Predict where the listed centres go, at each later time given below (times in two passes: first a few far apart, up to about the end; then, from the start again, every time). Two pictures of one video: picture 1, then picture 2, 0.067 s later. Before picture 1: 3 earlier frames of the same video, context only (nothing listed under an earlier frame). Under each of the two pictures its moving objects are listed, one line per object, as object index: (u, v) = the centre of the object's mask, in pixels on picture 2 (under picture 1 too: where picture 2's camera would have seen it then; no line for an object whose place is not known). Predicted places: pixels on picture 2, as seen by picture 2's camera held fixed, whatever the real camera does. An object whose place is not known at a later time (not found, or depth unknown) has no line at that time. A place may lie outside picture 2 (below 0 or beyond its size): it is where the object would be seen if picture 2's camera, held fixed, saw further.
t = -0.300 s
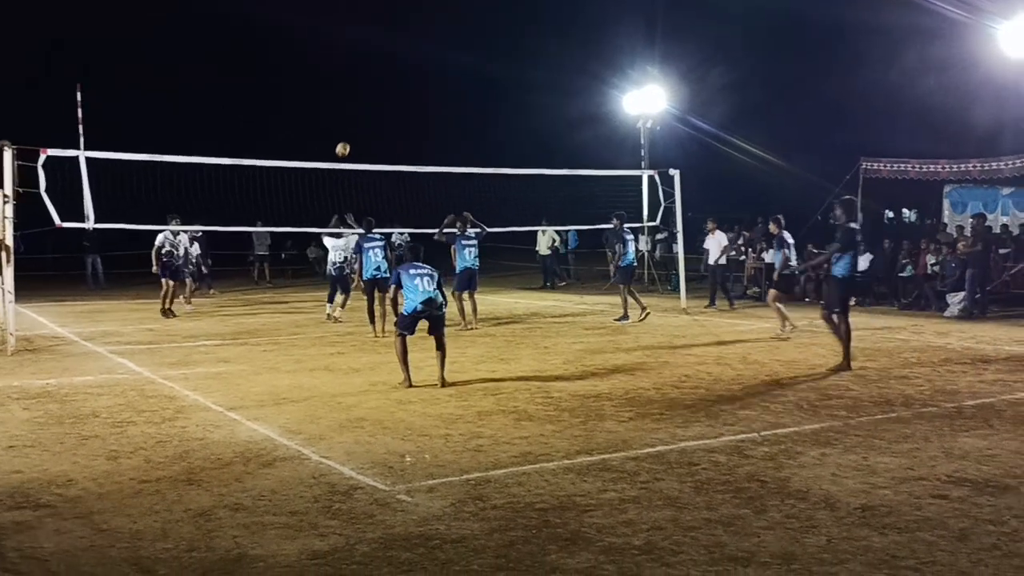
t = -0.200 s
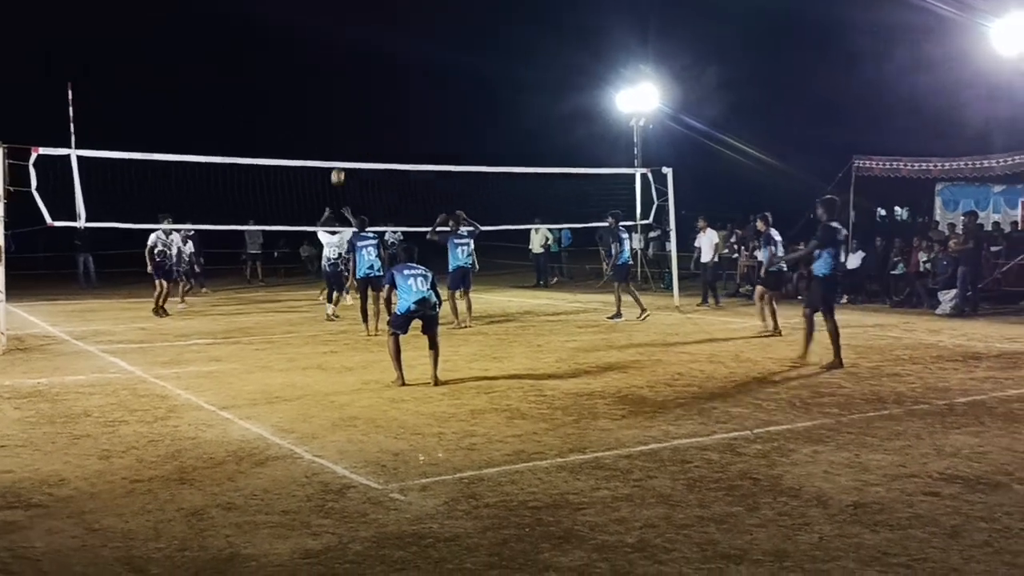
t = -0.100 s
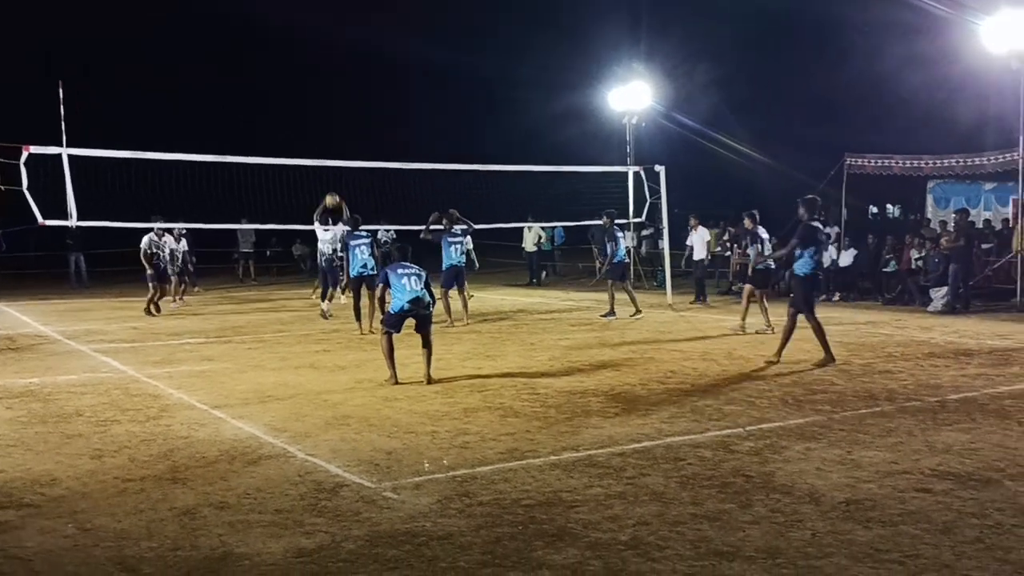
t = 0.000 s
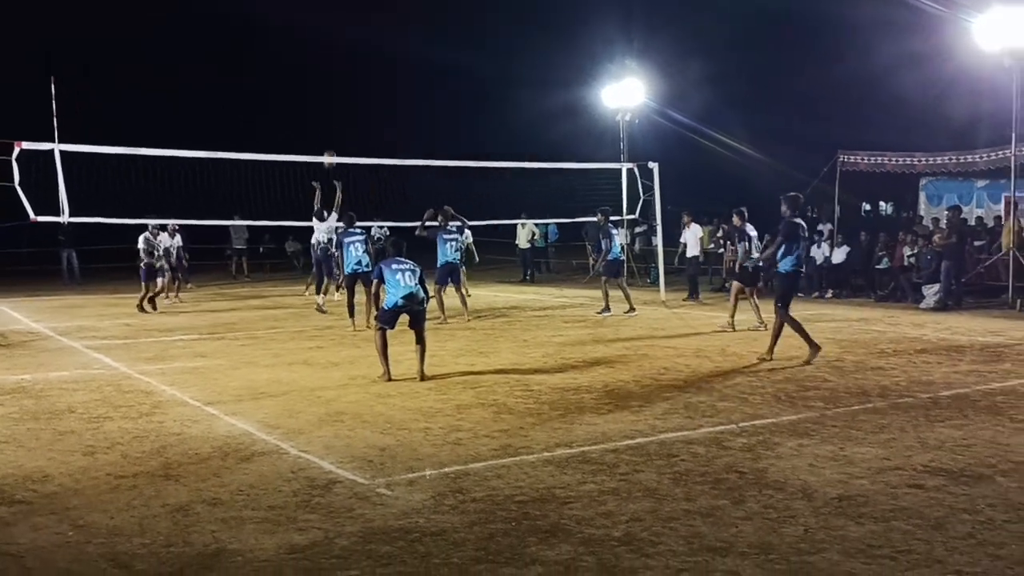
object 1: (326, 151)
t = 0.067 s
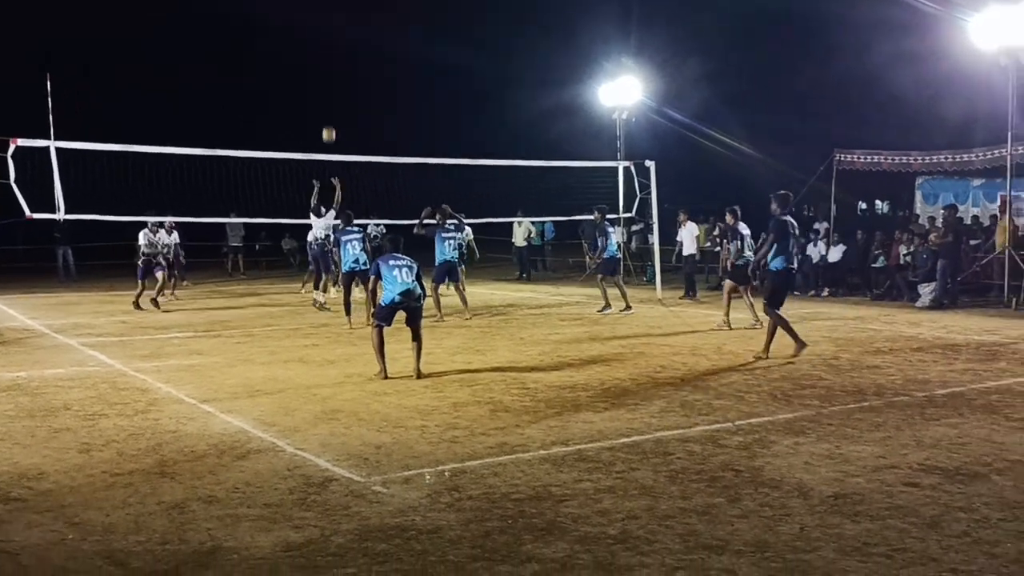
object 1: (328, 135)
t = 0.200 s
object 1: (334, 96)
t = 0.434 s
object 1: (346, 57)
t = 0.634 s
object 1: (358, 48)
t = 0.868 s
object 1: (372, 69)
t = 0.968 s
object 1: (379, 87)
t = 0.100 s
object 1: (330, 123)
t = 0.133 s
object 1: (331, 114)
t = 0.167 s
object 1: (333, 105)
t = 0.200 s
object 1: (334, 96)
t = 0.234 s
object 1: (336, 88)
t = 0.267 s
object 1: (337, 82)
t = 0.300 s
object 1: (339, 75)
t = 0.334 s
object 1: (341, 69)
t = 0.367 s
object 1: (343, 65)
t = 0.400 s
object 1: (344, 60)
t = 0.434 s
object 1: (346, 57)
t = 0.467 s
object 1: (348, 54)
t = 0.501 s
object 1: (350, 51)
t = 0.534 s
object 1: (352, 49)
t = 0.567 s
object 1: (354, 48)
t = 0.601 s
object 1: (356, 48)
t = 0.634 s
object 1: (358, 48)
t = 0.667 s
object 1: (360, 49)
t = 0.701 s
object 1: (362, 51)
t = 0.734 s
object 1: (364, 53)
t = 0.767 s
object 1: (366, 56)
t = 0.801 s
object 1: (368, 59)
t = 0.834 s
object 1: (370, 64)
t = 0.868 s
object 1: (372, 69)
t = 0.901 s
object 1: (374, 74)
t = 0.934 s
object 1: (376, 80)
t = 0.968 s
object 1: (379, 87)
